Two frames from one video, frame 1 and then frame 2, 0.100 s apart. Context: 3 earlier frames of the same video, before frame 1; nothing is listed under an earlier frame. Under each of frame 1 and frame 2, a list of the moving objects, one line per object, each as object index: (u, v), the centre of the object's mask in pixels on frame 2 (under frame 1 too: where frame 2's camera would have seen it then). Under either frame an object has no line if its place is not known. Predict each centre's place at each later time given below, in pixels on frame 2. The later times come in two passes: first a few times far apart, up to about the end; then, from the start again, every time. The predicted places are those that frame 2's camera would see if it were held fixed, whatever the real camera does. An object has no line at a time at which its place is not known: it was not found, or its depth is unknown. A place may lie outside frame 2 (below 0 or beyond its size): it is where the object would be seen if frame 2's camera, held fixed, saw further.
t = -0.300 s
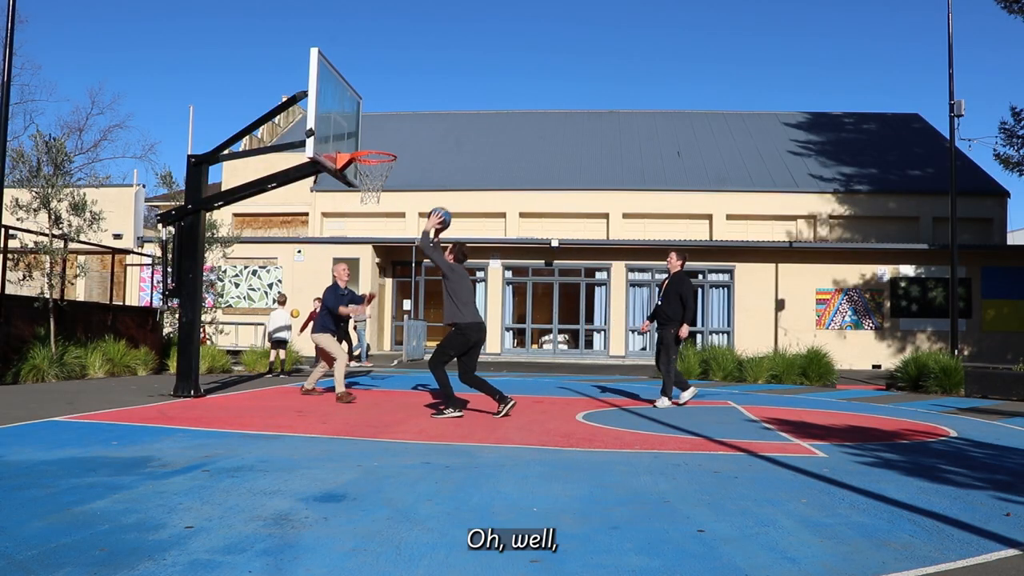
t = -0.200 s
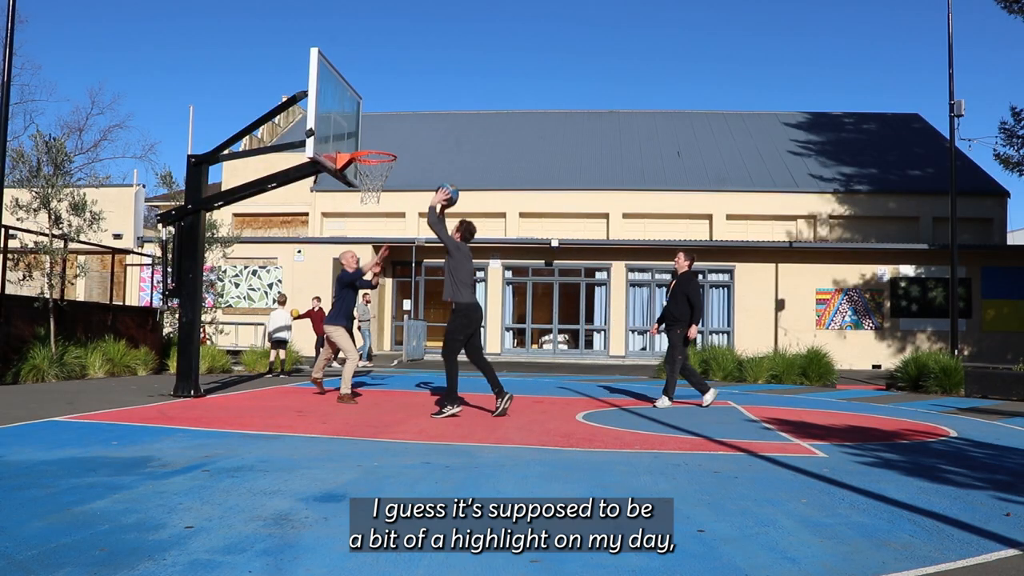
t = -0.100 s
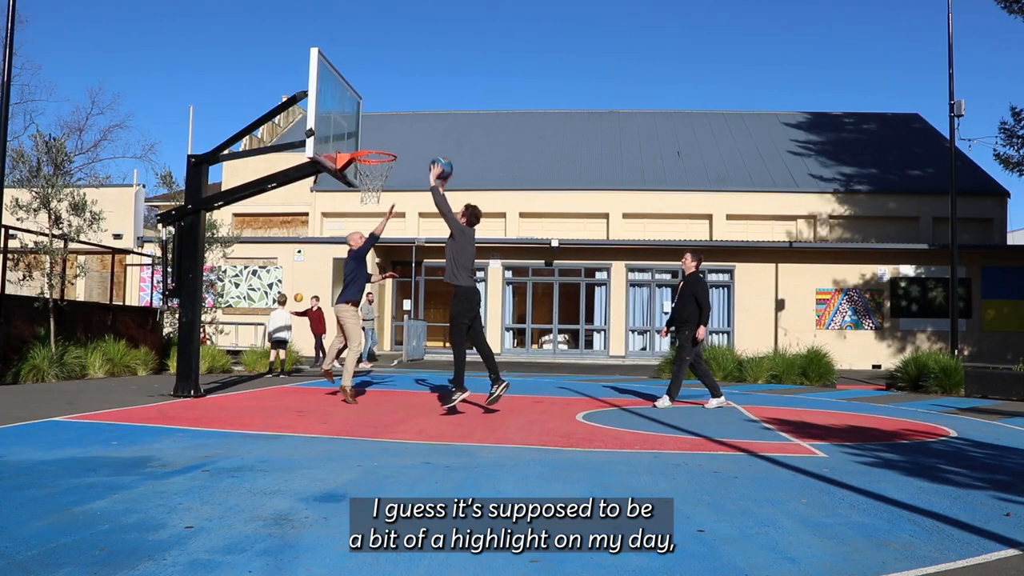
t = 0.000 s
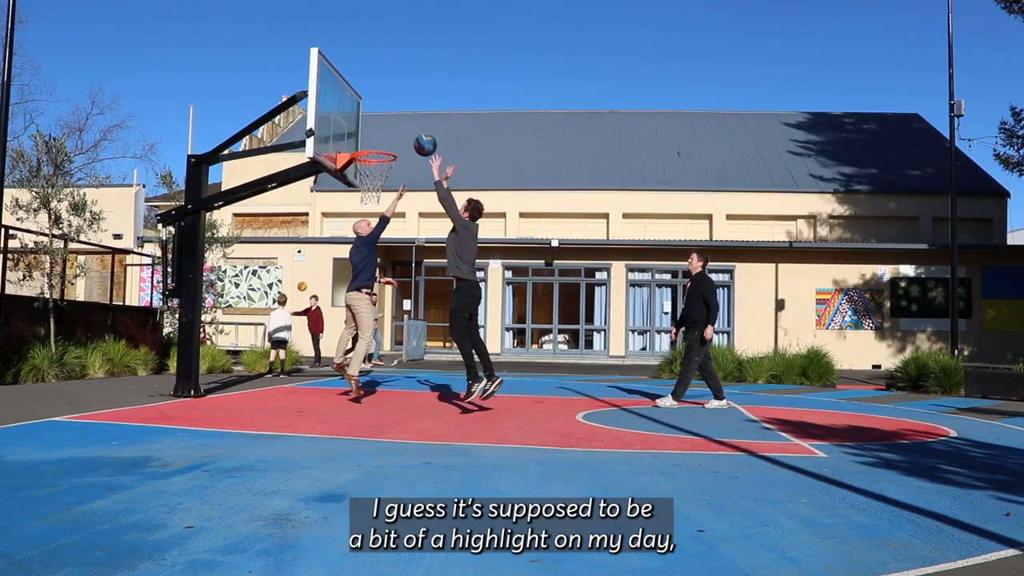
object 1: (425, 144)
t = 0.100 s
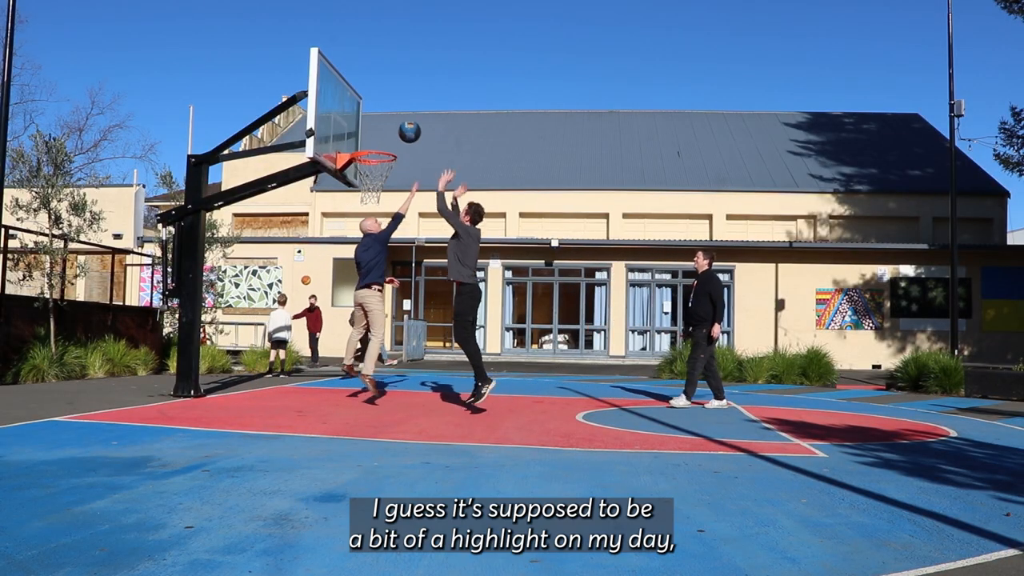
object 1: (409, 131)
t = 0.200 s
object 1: (394, 127)
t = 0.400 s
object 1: (363, 144)
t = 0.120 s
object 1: (406, 130)
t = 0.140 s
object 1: (403, 129)
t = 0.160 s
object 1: (400, 128)
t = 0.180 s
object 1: (397, 127)
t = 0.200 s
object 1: (394, 127)
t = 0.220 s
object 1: (391, 128)
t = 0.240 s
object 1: (388, 128)
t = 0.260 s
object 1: (385, 129)
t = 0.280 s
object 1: (382, 131)
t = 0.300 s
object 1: (378, 132)
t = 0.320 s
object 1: (375, 135)
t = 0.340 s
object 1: (372, 137)
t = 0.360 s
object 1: (370, 140)
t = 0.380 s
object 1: (367, 142)
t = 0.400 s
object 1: (363, 144)
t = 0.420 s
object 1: (361, 145)
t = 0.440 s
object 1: (362, 143)
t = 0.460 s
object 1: (363, 141)
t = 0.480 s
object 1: (363, 138)
